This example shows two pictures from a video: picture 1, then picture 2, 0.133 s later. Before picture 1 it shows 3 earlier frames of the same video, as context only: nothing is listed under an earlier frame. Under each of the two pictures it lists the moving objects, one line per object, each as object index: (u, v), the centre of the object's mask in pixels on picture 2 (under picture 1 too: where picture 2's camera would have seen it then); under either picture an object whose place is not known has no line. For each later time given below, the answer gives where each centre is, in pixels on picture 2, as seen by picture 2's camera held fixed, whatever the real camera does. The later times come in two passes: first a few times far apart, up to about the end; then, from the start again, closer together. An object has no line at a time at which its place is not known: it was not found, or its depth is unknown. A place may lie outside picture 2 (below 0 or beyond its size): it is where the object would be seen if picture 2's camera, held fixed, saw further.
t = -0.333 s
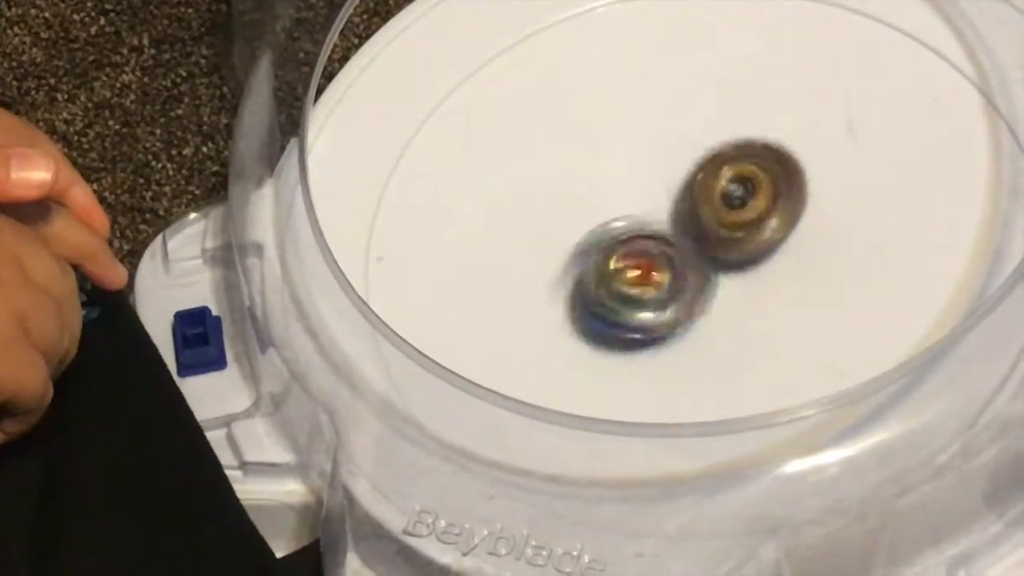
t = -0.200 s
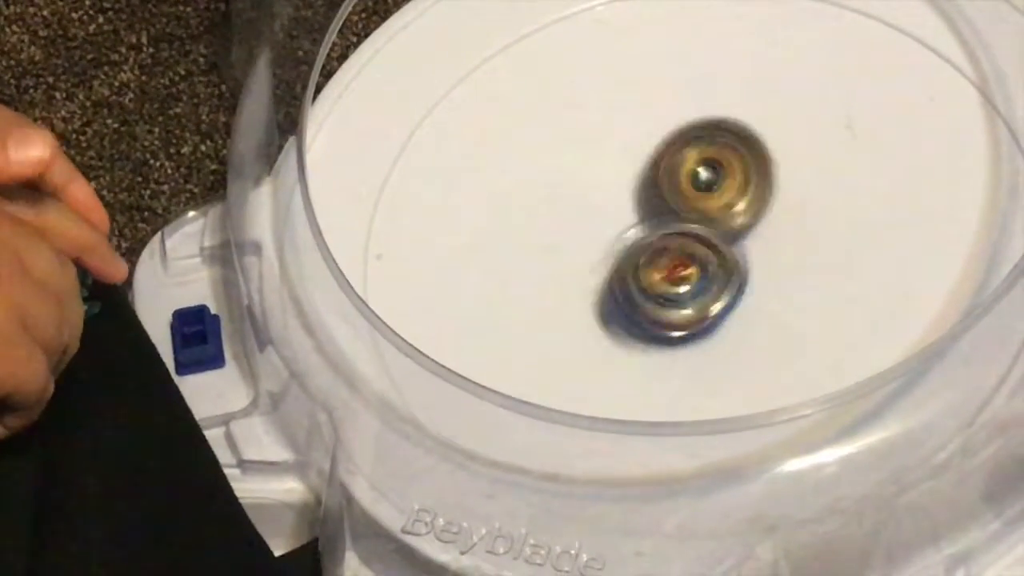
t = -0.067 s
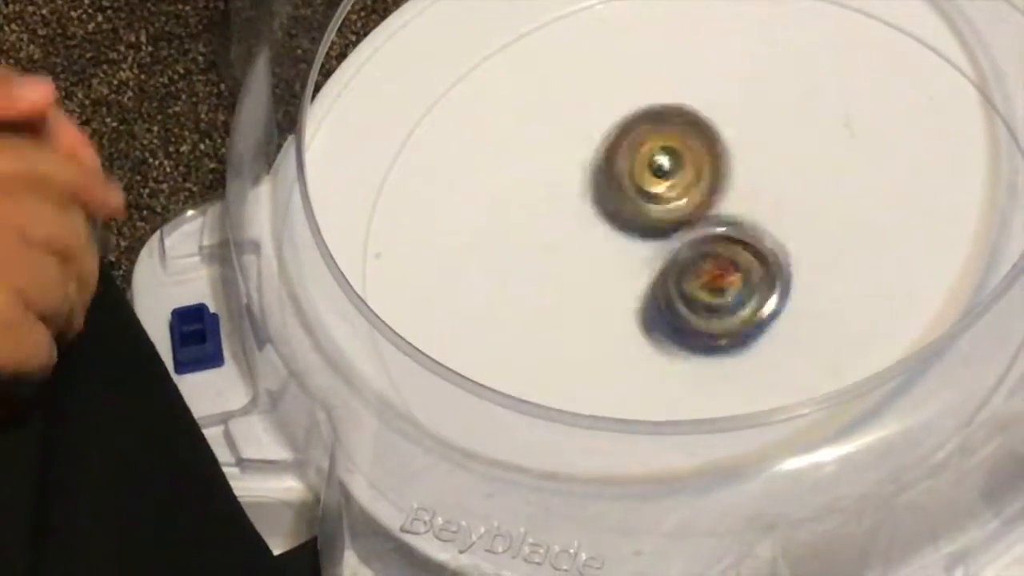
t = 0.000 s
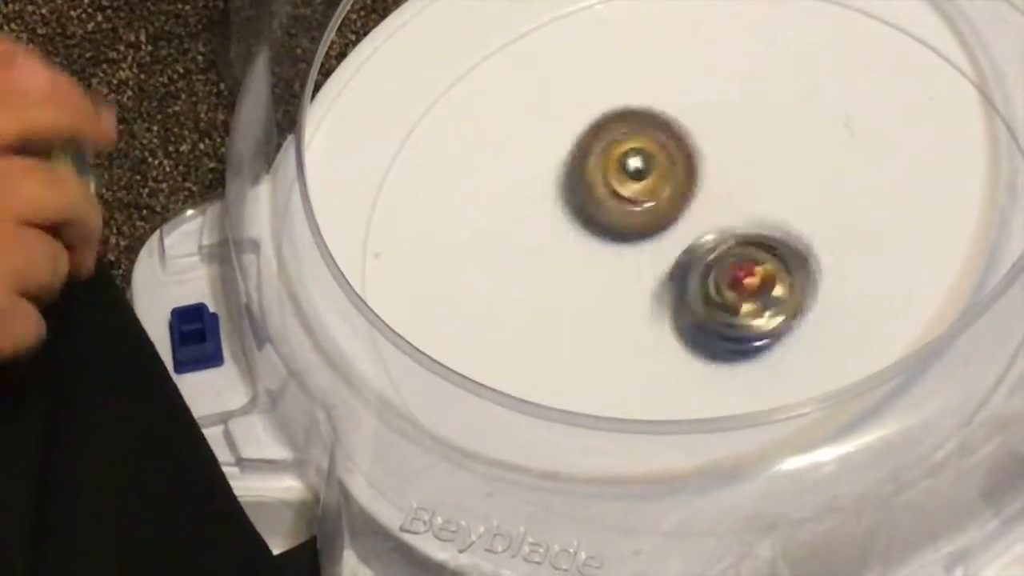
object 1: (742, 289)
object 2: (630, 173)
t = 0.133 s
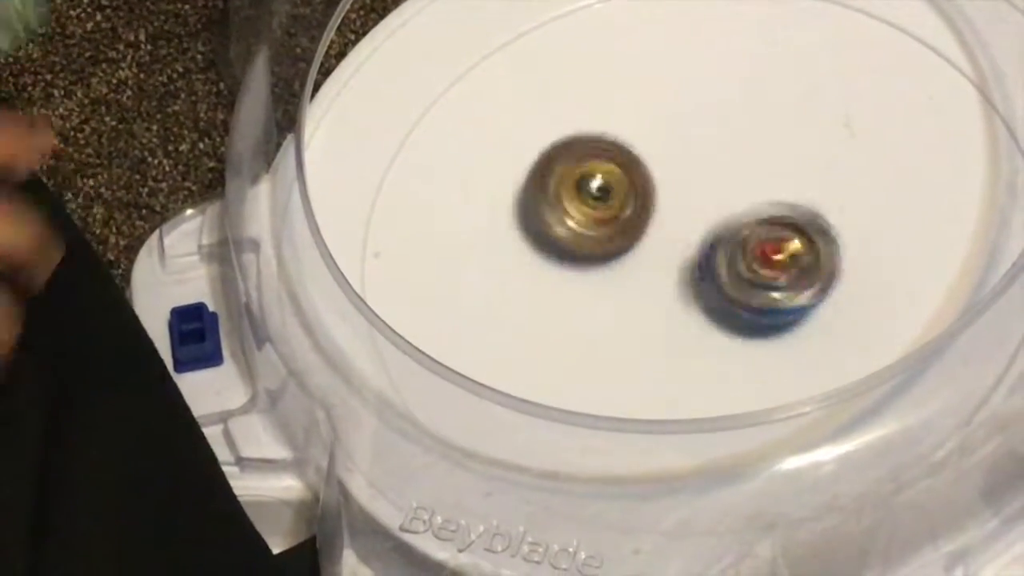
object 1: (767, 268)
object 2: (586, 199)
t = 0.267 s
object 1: (749, 242)
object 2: (576, 240)
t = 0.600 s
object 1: (664, 183)
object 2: (694, 333)
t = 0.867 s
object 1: (640, 206)
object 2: (805, 291)
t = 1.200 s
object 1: (681, 271)
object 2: (761, 165)
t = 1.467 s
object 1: (713, 277)
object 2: (637, 186)
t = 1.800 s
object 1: (701, 237)
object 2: (620, 316)
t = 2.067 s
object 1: (705, 171)
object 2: (735, 304)
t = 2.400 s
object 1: (694, 146)
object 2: (831, 194)
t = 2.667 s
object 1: (700, 195)
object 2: (802, 220)
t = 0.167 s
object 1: (768, 260)
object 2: (580, 208)
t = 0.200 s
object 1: (761, 253)
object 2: (577, 218)
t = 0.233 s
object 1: (760, 243)
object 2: (574, 229)
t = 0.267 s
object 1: (749, 242)
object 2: (576, 240)
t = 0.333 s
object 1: (727, 234)
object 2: (585, 263)
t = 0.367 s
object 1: (724, 231)
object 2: (593, 273)
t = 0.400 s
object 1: (713, 224)
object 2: (602, 285)
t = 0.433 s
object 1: (705, 215)
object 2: (611, 296)
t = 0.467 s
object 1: (698, 208)
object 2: (622, 307)
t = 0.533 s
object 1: (685, 193)
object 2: (657, 323)
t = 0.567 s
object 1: (675, 185)
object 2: (673, 329)
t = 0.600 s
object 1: (664, 183)
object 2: (694, 333)
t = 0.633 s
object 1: (659, 183)
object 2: (711, 334)
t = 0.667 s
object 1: (650, 181)
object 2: (730, 333)
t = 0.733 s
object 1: (642, 185)
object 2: (766, 324)
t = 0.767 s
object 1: (637, 191)
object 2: (780, 317)
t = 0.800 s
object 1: (636, 196)
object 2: (791, 310)
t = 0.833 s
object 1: (637, 202)
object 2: (800, 300)
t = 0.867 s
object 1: (640, 206)
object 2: (805, 291)
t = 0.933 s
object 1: (650, 218)
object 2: (810, 269)
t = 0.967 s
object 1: (658, 225)
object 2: (809, 257)
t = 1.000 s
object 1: (666, 230)
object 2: (805, 245)
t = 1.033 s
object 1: (674, 232)
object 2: (802, 232)
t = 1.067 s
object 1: (675, 236)
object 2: (798, 215)
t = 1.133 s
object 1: (677, 255)
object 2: (781, 181)
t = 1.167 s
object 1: (679, 264)
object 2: (771, 172)
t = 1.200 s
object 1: (681, 271)
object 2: (761, 165)
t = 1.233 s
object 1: (684, 278)
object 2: (747, 157)
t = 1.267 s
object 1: (690, 282)
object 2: (731, 153)
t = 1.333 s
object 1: (700, 290)
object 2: (699, 155)
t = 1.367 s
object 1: (705, 287)
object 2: (683, 159)
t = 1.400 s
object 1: (710, 288)
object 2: (666, 166)
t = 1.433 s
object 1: (713, 284)
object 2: (652, 178)
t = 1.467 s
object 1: (713, 277)
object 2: (637, 186)
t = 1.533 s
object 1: (711, 268)
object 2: (615, 214)
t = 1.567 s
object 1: (711, 266)
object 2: (609, 228)
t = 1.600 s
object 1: (715, 260)
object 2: (597, 245)
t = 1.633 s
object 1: (717, 256)
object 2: (586, 258)
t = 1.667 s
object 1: (713, 251)
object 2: (584, 270)
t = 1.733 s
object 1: (710, 243)
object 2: (601, 299)
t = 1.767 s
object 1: (705, 239)
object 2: (611, 308)
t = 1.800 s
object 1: (701, 237)
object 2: (620, 316)
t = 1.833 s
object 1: (694, 231)
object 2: (629, 327)
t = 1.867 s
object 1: (694, 225)
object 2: (641, 328)
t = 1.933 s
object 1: (691, 218)
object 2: (672, 321)
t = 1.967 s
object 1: (698, 214)
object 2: (687, 317)
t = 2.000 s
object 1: (706, 200)
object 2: (703, 317)
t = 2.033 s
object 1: (708, 185)
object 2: (718, 313)
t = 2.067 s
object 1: (705, 171)
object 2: (735, 304)
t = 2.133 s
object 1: (700, 152)
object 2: (761, 280)
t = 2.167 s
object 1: (697, 148)
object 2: (771, 268)
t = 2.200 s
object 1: (695, 145)
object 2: (783, 252)
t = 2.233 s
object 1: (693, 142)
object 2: (794, 238)
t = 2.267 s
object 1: (691, 140)
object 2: (802, 226)
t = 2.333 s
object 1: (691, 140)
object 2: (820, 204)
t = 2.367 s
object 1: (693, 143)
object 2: (827, 197)
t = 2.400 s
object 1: (694, 146)
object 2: (831, 194)
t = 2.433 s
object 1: (695, 149)
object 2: (834, 192)
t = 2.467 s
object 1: (697, 151)
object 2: (835, 192)
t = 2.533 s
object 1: (700, 158)
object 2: (830, 194)
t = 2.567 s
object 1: (702, 165)
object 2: (825, 197)
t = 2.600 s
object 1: (704, 173)
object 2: (817, 202)
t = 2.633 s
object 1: (702, 184)
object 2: (809, 210)
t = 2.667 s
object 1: (700, 195)
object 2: (802, 220)
